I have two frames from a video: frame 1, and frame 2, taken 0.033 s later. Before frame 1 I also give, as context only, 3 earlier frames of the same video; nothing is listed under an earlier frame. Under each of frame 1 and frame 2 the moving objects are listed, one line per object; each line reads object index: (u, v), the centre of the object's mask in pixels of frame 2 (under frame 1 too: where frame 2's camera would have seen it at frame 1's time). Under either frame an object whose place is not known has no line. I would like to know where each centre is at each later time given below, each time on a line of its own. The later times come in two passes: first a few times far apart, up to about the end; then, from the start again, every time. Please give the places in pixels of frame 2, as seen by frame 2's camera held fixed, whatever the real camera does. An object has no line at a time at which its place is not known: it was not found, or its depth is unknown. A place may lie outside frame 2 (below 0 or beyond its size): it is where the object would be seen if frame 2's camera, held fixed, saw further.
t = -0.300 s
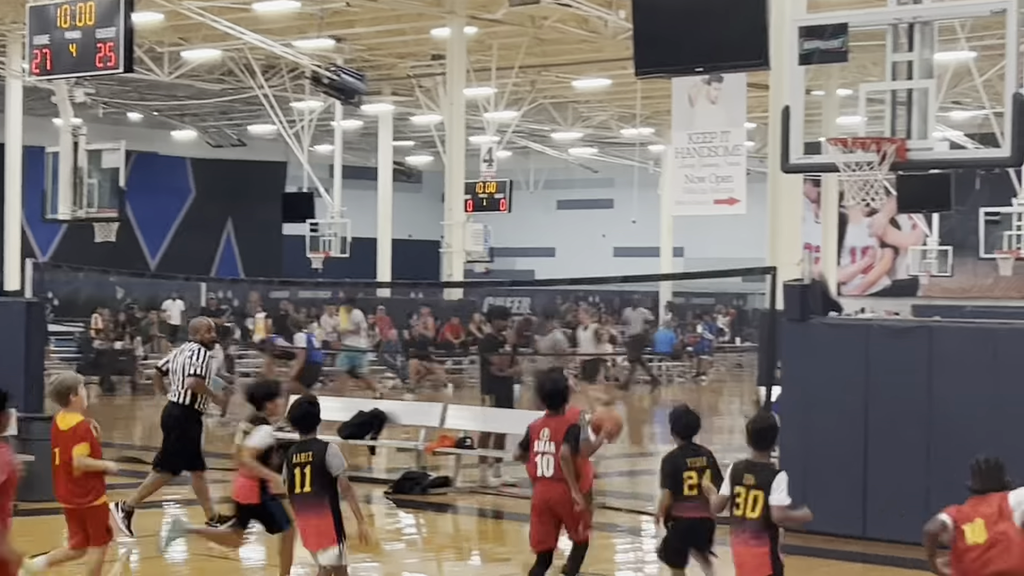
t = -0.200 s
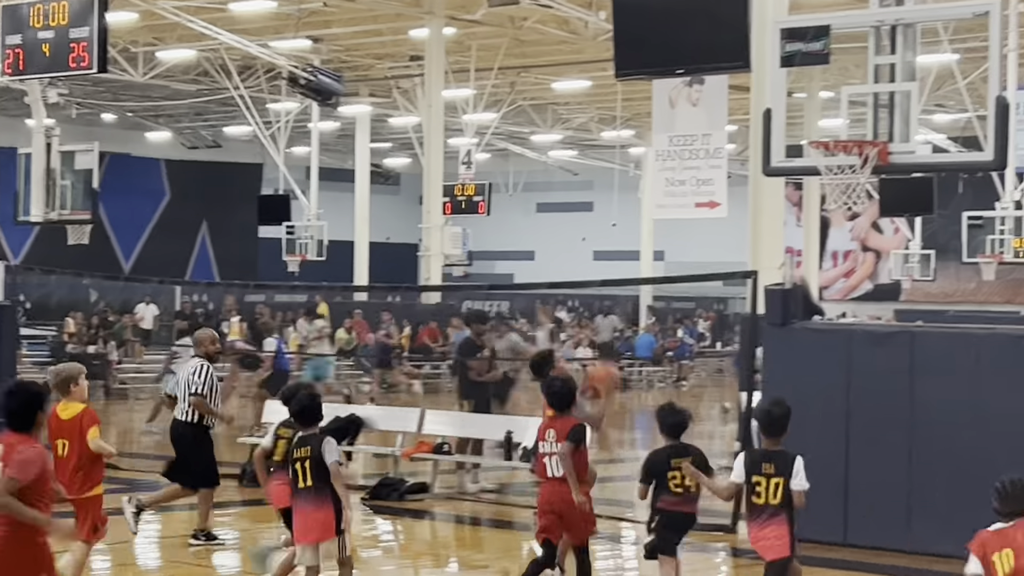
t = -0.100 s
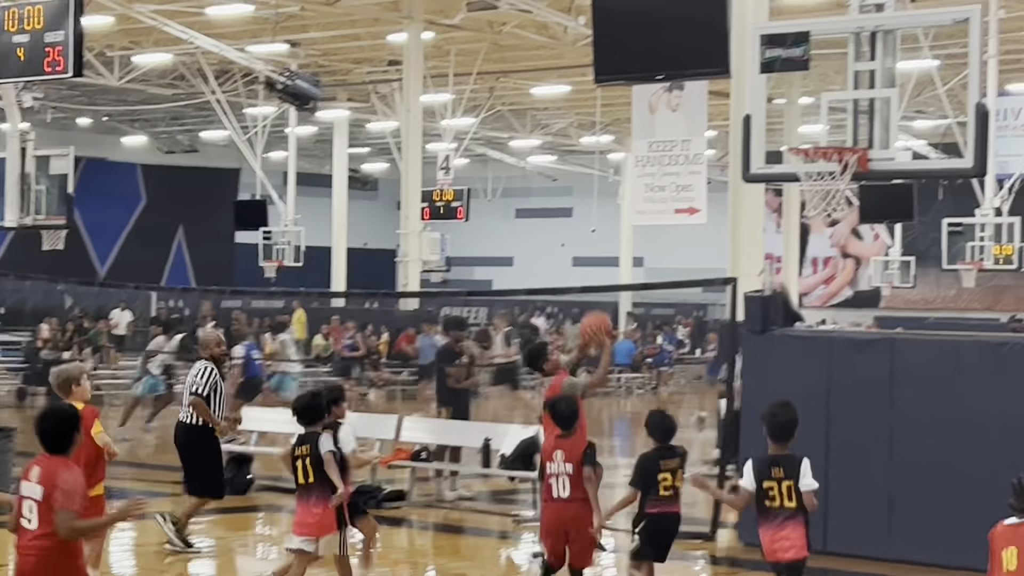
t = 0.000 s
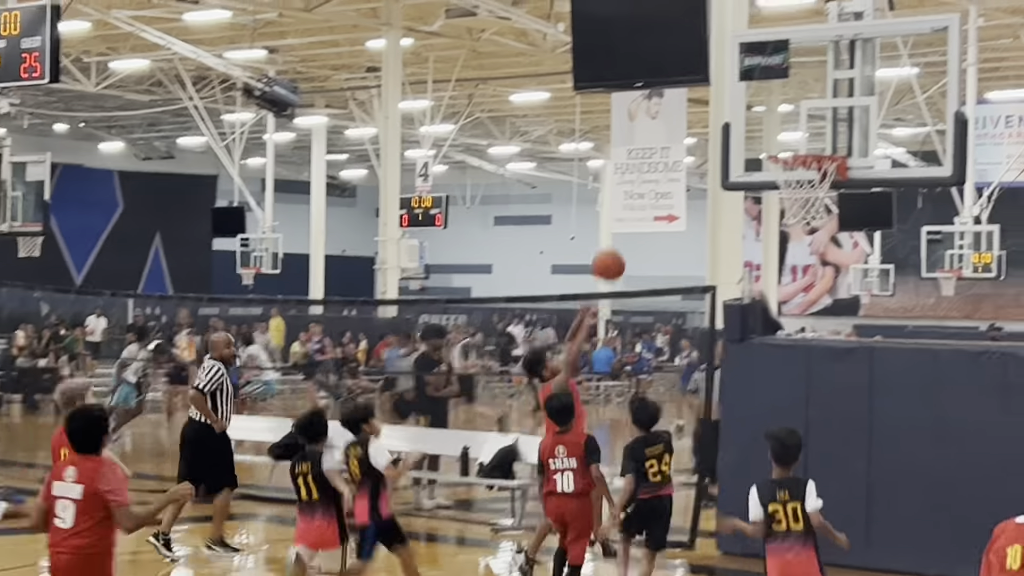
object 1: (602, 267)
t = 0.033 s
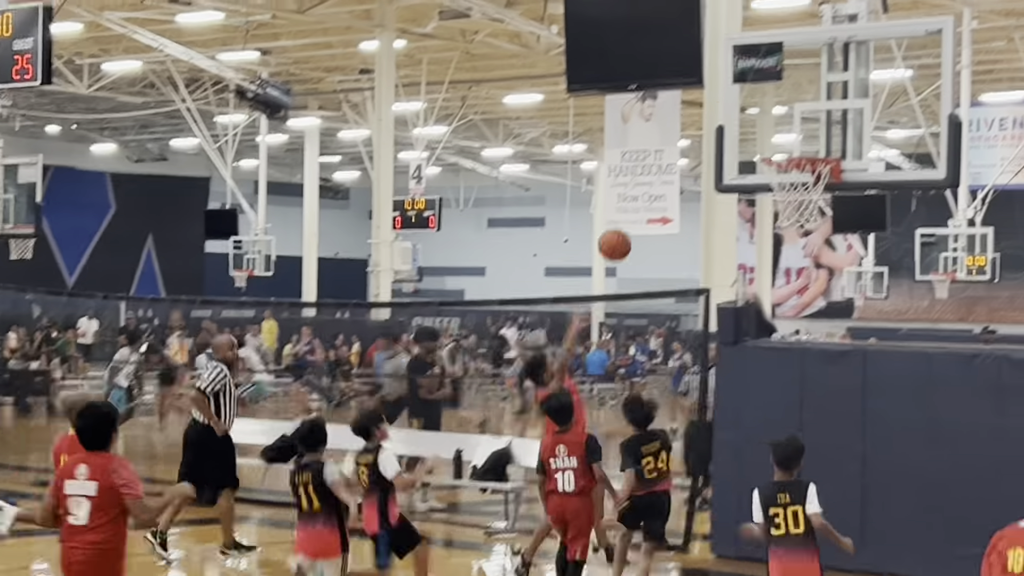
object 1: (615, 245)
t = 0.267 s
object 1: (701, 131)
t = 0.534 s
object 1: (797, 95)
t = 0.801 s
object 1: (829, 136)
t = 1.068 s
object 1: (799, 120)
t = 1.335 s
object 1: (764, 213)
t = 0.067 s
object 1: (627, 224)
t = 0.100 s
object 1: (639, 204)
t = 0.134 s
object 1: (652, 187)
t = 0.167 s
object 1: (664, 170)
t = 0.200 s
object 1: (676, 156)
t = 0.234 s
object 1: (689, 142)
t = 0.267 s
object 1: (701, 131)
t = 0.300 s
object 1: (713, 120)
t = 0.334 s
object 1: (725, 112)
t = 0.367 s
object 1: (737, 105)
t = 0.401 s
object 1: (749, 99)
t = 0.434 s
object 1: (761, 95)
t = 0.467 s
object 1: (773, 94)
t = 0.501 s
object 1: (786, 93)
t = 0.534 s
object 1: (797, 95)
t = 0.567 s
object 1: (810, 97)
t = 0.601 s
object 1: (822, 101)
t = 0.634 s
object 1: (833, 107)
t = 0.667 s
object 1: (834, 114)
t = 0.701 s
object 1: (833, 122)
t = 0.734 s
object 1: (833, 131)
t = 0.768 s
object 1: (833, 142)
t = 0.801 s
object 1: (829, 136)
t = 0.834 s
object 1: (826, 127)
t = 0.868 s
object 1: (822, 122)
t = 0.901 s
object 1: (818, 118)
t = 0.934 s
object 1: (814, 115)
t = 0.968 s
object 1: (810, 114)
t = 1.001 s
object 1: (807, 115)
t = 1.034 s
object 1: (803, 117)
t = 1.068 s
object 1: (799, 120)
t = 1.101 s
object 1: (795, 126)
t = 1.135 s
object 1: (790, 133)
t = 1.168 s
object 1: (786, 141)
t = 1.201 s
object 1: (781, 154)
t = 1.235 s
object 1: (777, 165)
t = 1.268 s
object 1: (773, 178)
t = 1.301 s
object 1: (769, 196)
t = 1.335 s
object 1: (764, 213)
